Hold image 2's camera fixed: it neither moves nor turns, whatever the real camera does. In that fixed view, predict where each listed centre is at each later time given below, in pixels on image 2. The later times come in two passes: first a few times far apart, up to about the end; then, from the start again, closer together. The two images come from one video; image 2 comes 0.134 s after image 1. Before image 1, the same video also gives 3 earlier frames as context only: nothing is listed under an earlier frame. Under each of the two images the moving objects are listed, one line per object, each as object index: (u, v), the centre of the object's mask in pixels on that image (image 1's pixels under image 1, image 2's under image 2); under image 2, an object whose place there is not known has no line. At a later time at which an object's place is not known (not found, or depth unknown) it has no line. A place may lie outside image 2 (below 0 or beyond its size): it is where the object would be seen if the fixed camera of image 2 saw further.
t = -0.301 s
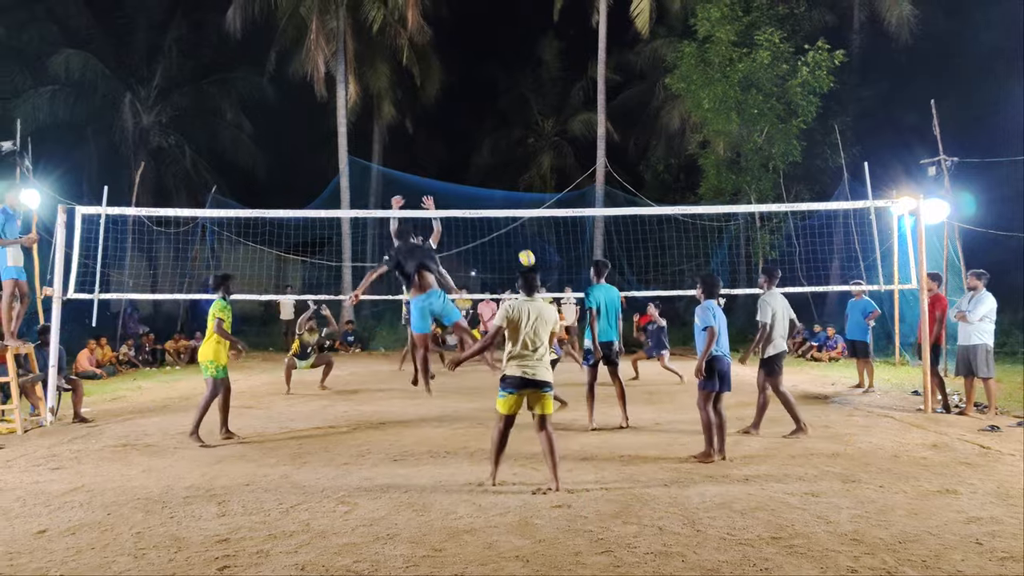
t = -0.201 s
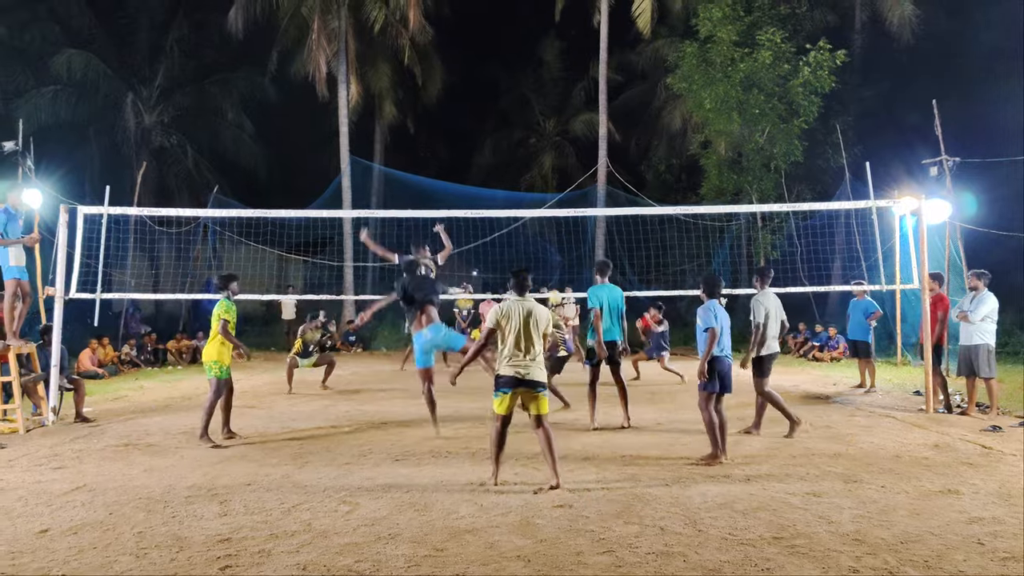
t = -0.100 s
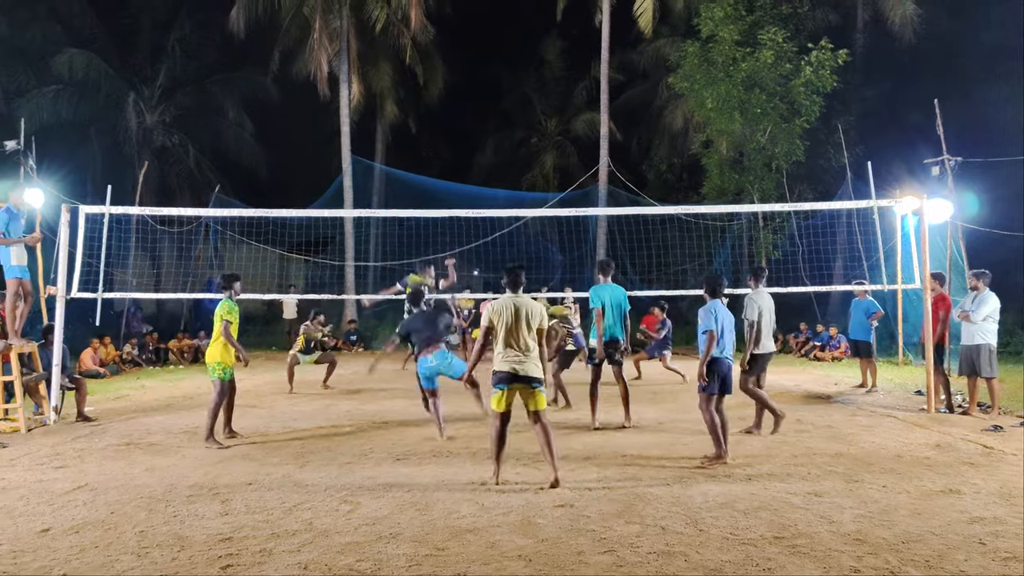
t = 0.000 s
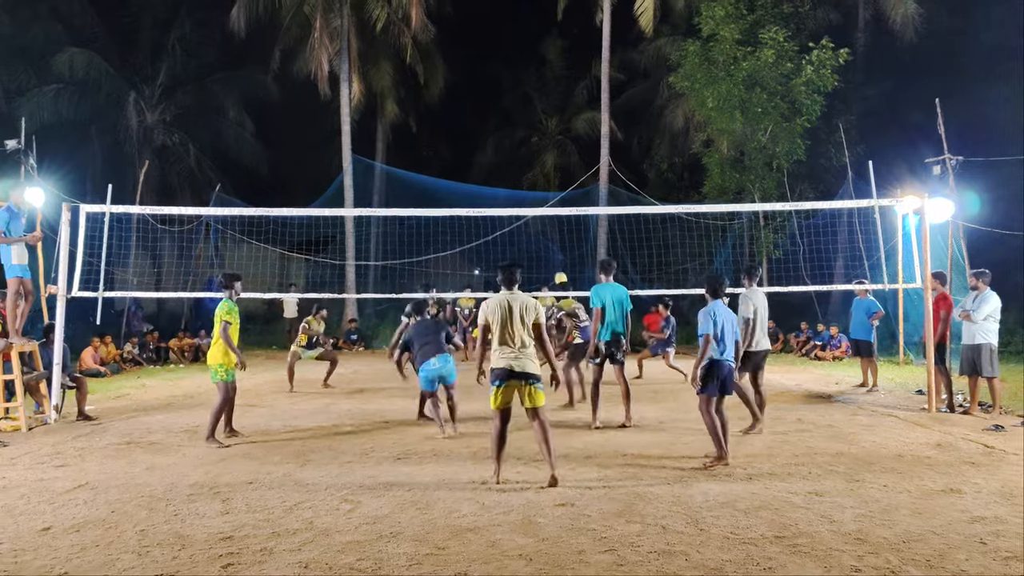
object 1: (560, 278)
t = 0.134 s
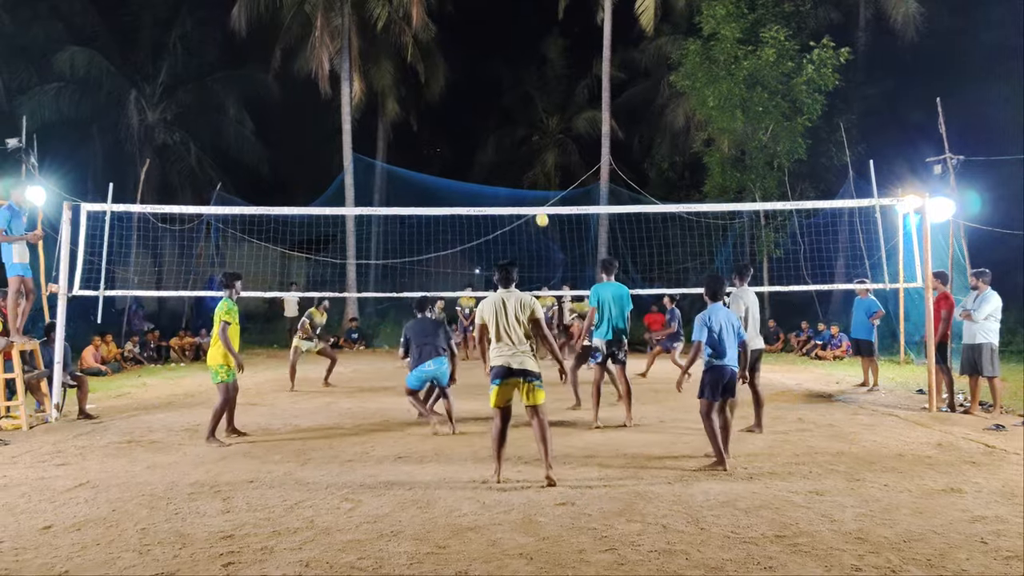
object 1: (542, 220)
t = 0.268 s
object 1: (522, 169)
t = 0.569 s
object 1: (477, 92)
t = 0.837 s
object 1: (437, 66)
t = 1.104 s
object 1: (398, 79)
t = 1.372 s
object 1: (361, 133)
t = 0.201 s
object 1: (532, 193)
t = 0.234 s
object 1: (527, 181)
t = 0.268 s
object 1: (522, 169)
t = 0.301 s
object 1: (517, 158)
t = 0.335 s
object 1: (512, 148)
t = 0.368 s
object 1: (507, 138)
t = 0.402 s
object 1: (502, 129)
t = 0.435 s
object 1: (497, 120)
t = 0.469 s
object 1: (492, 113)
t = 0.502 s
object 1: (487, 105)
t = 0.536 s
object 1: (482, 98)
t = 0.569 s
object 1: (477, 92)
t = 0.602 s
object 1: (472, 87)
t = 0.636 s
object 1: (467, 82)
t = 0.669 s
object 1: (462, 78)
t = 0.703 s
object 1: (457, 74)
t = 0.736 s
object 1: (452, 71)
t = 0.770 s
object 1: (447, 69)
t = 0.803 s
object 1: (442, 67)
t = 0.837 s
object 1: (437, 66)
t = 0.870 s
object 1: (432, 65)
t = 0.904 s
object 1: (428, 65)
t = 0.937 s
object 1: (422, 66)
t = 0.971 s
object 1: (418, 67)
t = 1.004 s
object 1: (413, 69)
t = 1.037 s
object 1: (408, 72)
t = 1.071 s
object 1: (403, 75)
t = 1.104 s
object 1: (398, 79)
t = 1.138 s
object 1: (394, 84)
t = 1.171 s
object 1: (389, 89)
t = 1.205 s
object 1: (384, 95)
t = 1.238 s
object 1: (379, 101)
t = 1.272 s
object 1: (375, 108)
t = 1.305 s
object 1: (370, 116)
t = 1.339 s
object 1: (365, 124)
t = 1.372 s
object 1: (361, 133)
